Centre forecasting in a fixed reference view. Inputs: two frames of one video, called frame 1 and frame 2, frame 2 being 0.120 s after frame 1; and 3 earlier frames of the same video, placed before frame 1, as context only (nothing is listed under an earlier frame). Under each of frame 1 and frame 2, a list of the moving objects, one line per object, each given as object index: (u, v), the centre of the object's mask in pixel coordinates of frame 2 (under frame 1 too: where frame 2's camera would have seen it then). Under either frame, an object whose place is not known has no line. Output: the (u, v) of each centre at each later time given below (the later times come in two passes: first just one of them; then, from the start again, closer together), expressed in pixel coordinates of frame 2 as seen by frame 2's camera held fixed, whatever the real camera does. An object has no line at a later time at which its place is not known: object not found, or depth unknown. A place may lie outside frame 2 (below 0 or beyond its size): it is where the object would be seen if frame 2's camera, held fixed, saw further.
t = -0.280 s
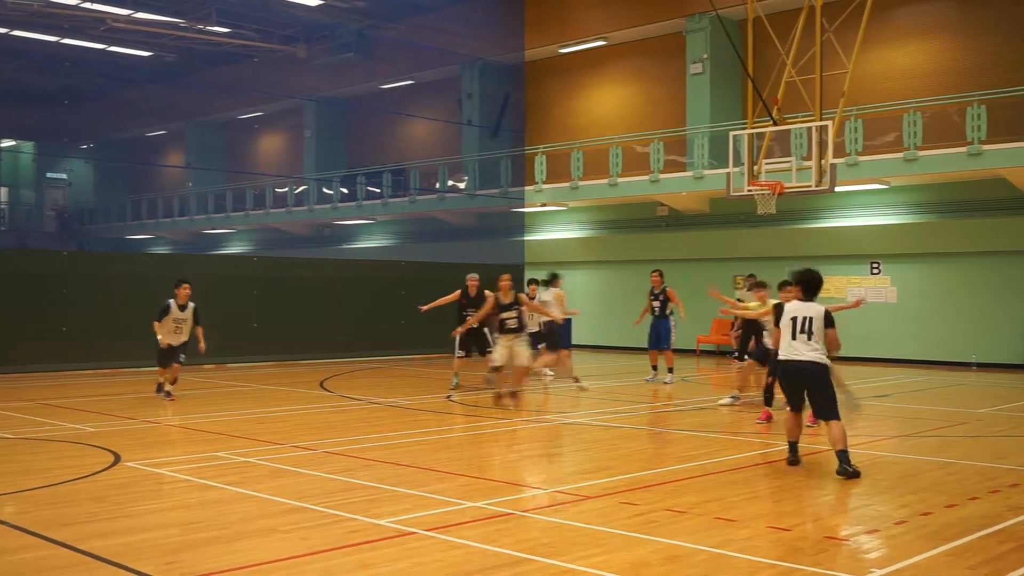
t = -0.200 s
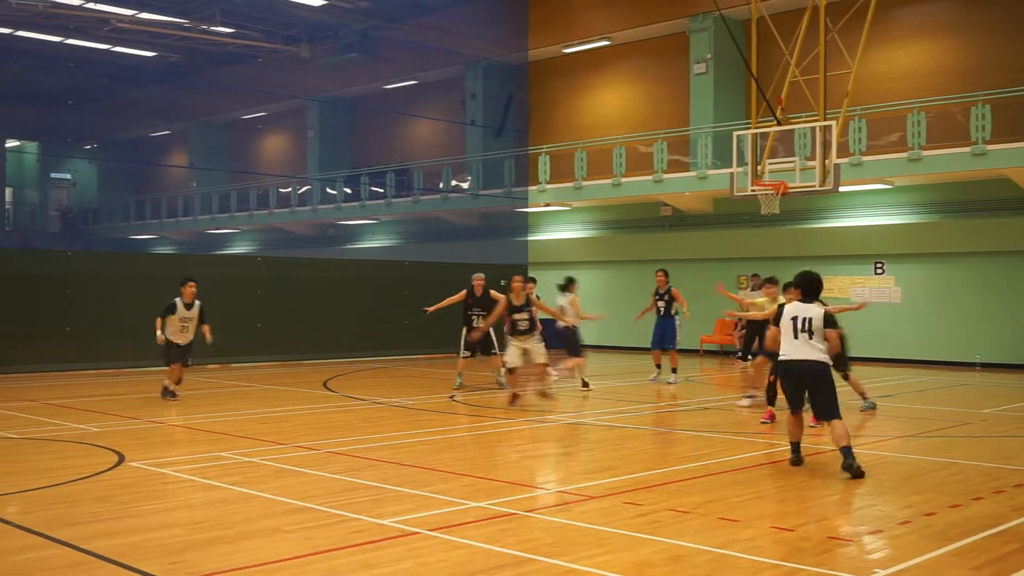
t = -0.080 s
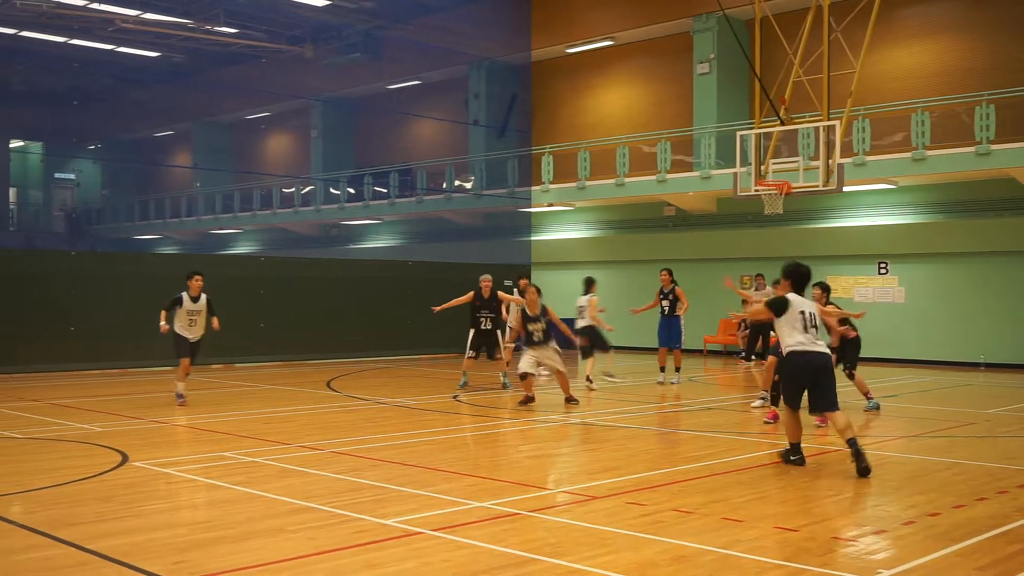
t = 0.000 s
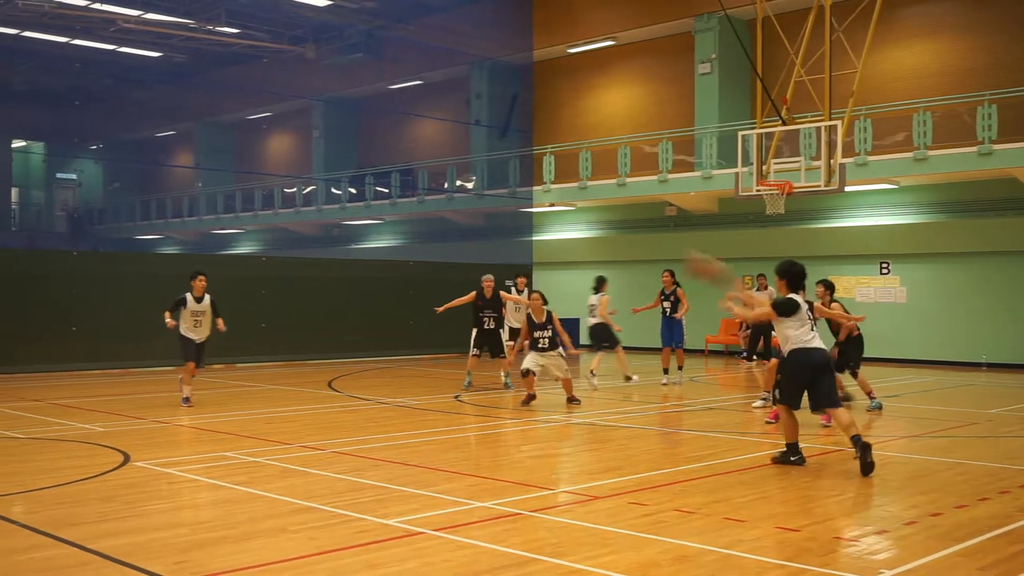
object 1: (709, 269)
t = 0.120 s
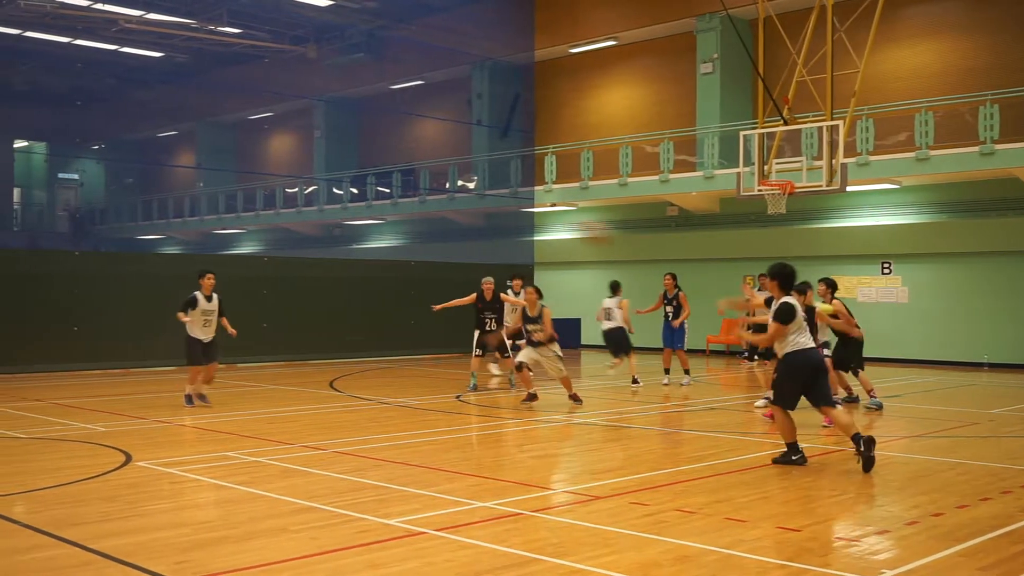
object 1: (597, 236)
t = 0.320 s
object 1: (425, 209)
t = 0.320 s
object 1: (425, 209)
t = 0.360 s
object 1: (395, 210)
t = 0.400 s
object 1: (365, 211)
